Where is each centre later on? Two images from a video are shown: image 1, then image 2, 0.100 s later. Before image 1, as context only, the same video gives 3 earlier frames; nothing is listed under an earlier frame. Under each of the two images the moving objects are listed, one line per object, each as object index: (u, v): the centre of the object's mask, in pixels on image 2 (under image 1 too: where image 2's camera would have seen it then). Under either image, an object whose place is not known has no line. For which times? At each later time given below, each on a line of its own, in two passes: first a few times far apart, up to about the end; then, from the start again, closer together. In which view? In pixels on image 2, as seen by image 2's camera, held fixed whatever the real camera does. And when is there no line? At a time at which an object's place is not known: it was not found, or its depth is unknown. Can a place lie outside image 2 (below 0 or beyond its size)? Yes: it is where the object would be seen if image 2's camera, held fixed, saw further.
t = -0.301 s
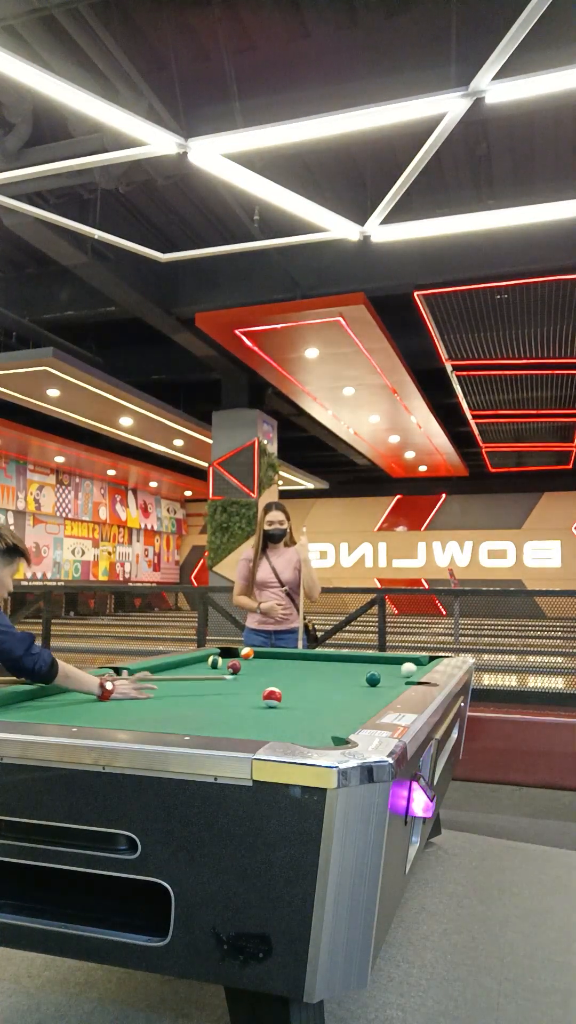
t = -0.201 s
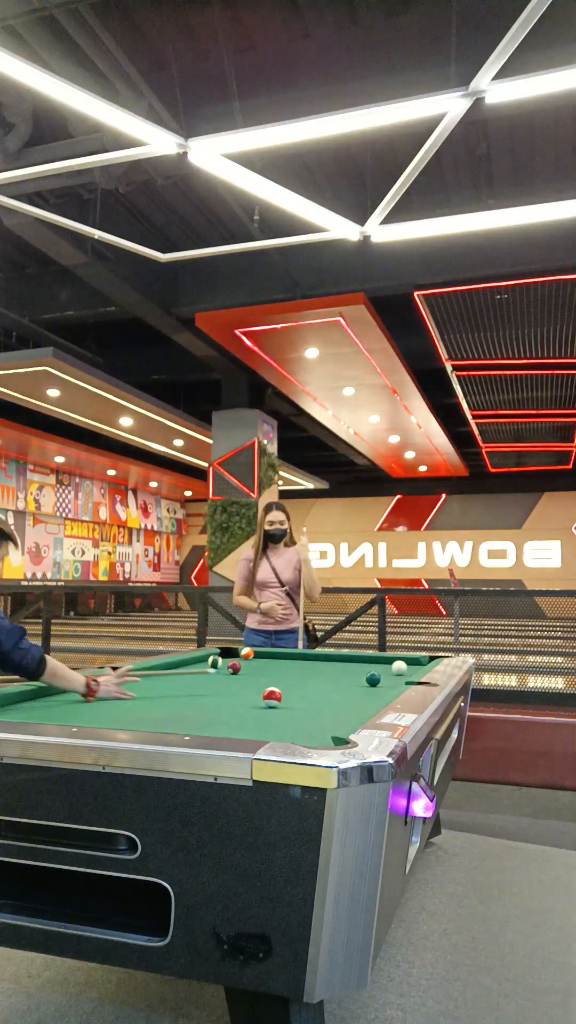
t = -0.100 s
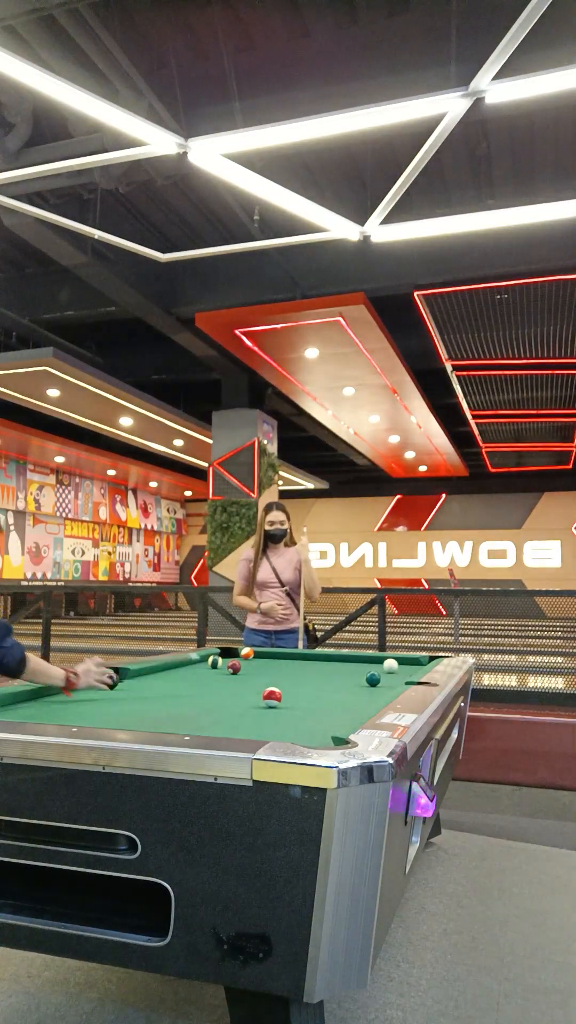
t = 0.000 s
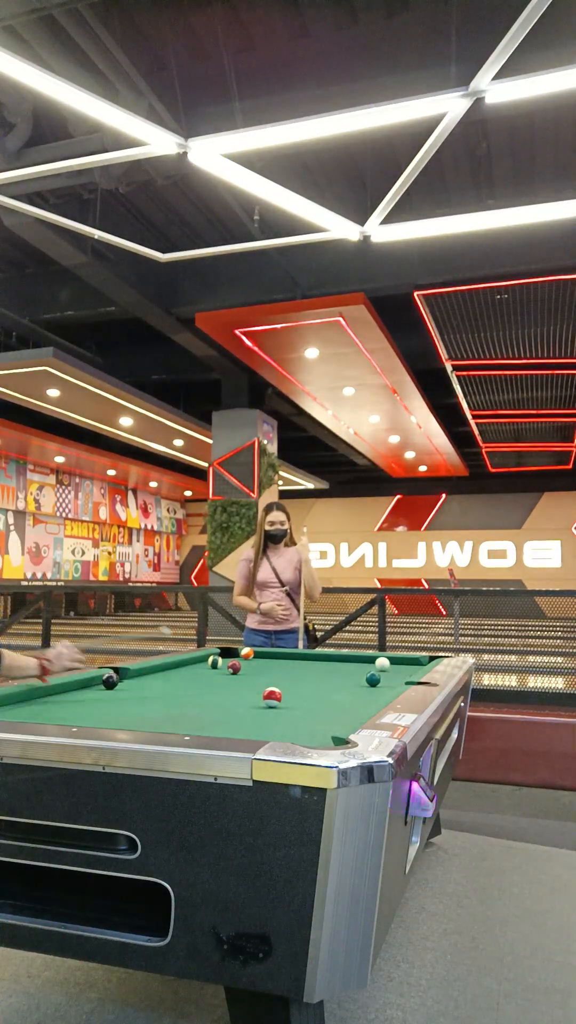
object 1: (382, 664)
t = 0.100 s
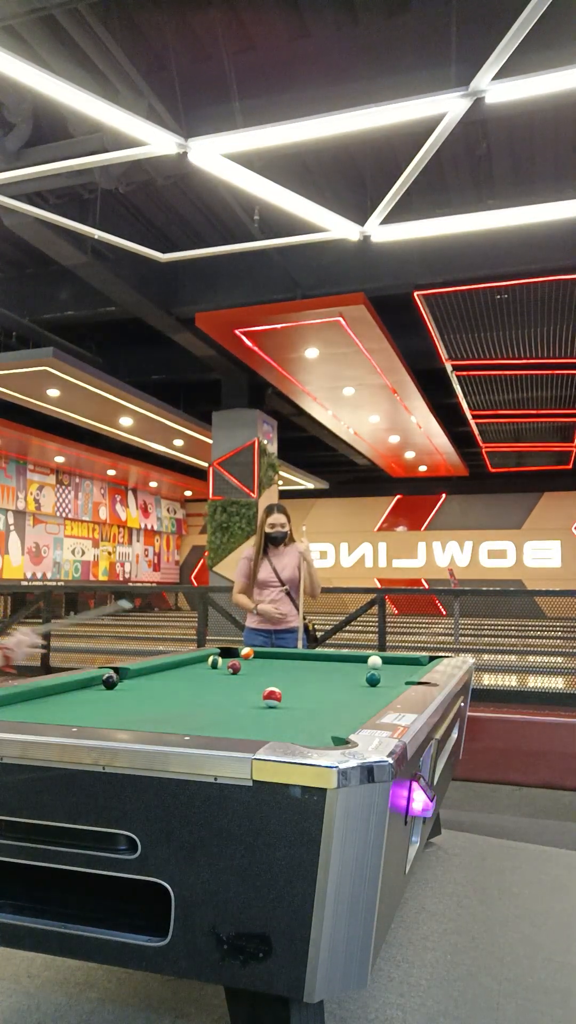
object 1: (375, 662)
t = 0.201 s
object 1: (367, 661)
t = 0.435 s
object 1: (351, 657)
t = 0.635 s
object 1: (331, 658)
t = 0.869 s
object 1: (307, 658)
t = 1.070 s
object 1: (288, 659)
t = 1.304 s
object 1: (265, 659)
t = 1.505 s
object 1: (247, 660)
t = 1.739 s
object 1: (226, 660)
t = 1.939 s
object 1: (222, 661)
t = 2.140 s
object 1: (219, 661)
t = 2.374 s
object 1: (216, 661)
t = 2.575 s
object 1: (214, 661)
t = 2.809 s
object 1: (213, 661)
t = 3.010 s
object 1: (213, 661)
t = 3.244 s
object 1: (213, 661)
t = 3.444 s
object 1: (213, 661)
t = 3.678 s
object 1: (213, 661)
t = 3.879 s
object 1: (213, 661)
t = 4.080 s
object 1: (213, 661)
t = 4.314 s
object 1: (213, 661)
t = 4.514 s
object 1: (213, 661)
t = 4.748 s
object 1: (213, 661)
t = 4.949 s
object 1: (213, 661)
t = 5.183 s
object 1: (213, 661)
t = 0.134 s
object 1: (372, 662)
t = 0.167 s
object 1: (370, 661)
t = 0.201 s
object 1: (367, 661)
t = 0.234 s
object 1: (365, 660)
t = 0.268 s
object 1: (363, 660)
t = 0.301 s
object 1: (360, 659)
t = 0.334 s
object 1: (358, 659)
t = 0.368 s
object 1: (356, 658)
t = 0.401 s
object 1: (354, 658)
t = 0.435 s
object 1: (351, 657)
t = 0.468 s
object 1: (348, 658)
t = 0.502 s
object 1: (344, 657)
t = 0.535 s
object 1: (341, 658)
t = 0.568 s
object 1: (337, 658)
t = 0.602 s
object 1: (334, 658)
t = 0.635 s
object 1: (331, 658)
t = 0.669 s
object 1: (327, 658)
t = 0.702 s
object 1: (324, 658)
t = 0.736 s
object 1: (321, 658)
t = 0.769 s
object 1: (317, 658)
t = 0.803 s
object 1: (314, 658)
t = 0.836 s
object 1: (311, 658)
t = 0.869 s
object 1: (307, 658)
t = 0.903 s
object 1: (304, 658)
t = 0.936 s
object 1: (301, 658)
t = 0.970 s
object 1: (297, 659)
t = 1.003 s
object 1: (294, 659)
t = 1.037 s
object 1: (291, 659)
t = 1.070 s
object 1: (288, 659)
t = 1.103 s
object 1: (284, 659)
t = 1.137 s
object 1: (281, 659)
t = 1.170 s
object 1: (278, 659)
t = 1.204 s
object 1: (275, 659)
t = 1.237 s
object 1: (272, 659)
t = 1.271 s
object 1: (269, 659)
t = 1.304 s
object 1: (265, 659)
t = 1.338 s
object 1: (263, 660)
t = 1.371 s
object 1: (259, 660)
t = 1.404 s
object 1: (256, 660)
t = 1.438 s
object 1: (253, 660)
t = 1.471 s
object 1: (250, 660)
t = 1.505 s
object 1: (247, 660)
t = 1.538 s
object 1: (244, 660)
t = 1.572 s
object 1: (242, 660)
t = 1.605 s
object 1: (238, 658)
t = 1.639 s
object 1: (234, 658)
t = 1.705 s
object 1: (228, 659)
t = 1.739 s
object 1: (226, 660)
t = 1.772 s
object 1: (225, 660)
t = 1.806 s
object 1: (224, 660)
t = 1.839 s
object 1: (224, 661)
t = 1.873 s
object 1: (223, 661)
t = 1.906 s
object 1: (223, 661)
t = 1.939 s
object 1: (222, 661)
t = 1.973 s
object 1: (222, 661)
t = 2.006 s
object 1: (221, 661)
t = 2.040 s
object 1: (220, 661)
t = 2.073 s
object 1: (220, 661)
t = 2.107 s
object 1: (219, 661)
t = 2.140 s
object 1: (219, 661)
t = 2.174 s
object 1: (218, 661)
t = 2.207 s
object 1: (218, 661)
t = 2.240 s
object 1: (217, 661)
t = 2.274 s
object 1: (217, 661)
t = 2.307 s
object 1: (216, 661)
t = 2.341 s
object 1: (216, 661)
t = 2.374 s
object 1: (216, 661)
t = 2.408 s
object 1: (215, 661)
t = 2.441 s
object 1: (215, 661)
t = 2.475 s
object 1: (215, 661)
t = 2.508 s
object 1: (214, 661)
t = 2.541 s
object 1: (214, 661)
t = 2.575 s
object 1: (214, 661)
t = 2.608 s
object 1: (214, 661)
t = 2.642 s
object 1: (213, 661)
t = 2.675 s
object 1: (213, 661)
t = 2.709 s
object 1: (213, 661)
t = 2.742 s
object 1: (213, 661)
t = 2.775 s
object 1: (213, 661)
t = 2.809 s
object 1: (213, 661)
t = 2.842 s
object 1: (213, 661)
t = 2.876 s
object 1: (212, 661)
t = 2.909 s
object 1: (212, 661)
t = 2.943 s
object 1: (212, 661)
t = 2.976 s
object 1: (213, 661)
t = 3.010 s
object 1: (213, 661)
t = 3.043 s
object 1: (213, 661)
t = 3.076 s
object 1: (213, 661)
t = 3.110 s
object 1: (213, 661)
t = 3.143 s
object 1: (213, 661)
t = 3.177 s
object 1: (213, 661)
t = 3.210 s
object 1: (213, 661)
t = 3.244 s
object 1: (213, 661)
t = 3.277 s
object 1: (213, 661)
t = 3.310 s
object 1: (213, 661)
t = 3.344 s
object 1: (213, 661)
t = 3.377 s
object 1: (213, 661)
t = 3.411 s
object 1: (213, 661)
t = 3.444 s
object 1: (213, 661)
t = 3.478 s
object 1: (213, 661)
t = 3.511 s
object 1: (213, 661)
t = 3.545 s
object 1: (213, 661)
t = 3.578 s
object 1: (213, 661)
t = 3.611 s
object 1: (213, 661)
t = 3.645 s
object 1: (213, 661)
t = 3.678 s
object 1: (213, 661)
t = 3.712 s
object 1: (213, 661)
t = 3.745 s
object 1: (213, 661)
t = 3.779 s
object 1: (213, 661)
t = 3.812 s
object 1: (213, 661)
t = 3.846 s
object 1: (213, 661)
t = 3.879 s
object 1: (213, 661)
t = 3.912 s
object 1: (213, 661)
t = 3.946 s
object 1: (213, 661)
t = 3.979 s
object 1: (213, 661)
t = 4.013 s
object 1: (213, 661)
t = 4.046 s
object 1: (213, 661)
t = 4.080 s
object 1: (213, 661)
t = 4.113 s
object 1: (213, 661)
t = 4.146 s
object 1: (213, 661)
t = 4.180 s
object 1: (213, 661)
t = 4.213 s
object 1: (213, 661)
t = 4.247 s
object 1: (213, 661)
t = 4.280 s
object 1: (213, 661)
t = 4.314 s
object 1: (213, 661)
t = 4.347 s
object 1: (213, 661)
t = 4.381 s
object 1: (213, 661)
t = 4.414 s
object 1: (213, 661)
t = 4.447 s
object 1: (213, 661)
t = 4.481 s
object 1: (213, 661)
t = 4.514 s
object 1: (213, 661)
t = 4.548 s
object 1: (213, 661)
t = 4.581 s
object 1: (213, 661)
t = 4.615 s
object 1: (213, 661)
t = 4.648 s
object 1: (213, 661)
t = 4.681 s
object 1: (213, 661)
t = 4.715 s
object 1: (213, 661)
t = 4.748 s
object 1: (213, 661)
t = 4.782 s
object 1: (213, 661)
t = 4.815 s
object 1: (213, 661)
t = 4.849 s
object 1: (213, 661)
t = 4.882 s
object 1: (213, 661)
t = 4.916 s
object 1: (213, 661)
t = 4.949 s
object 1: (213, 661)
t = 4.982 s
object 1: (213, 661)
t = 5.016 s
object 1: (213, 661)
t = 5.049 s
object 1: (213, 661)
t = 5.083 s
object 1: (213, 661)
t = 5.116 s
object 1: (213, 661)
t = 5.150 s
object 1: (213, 661)
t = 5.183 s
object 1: (213, 661)
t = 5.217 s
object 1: (213, 661)
